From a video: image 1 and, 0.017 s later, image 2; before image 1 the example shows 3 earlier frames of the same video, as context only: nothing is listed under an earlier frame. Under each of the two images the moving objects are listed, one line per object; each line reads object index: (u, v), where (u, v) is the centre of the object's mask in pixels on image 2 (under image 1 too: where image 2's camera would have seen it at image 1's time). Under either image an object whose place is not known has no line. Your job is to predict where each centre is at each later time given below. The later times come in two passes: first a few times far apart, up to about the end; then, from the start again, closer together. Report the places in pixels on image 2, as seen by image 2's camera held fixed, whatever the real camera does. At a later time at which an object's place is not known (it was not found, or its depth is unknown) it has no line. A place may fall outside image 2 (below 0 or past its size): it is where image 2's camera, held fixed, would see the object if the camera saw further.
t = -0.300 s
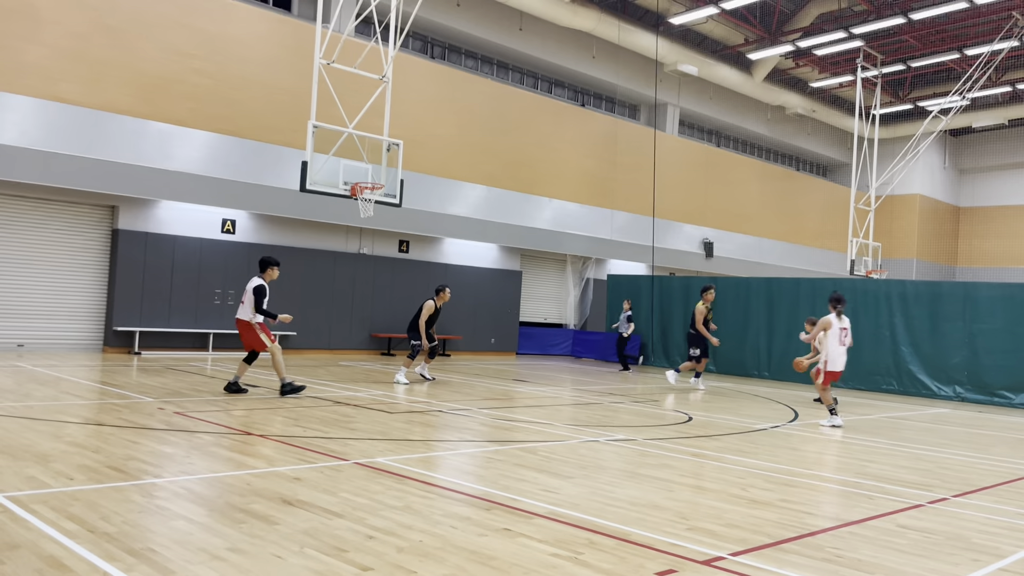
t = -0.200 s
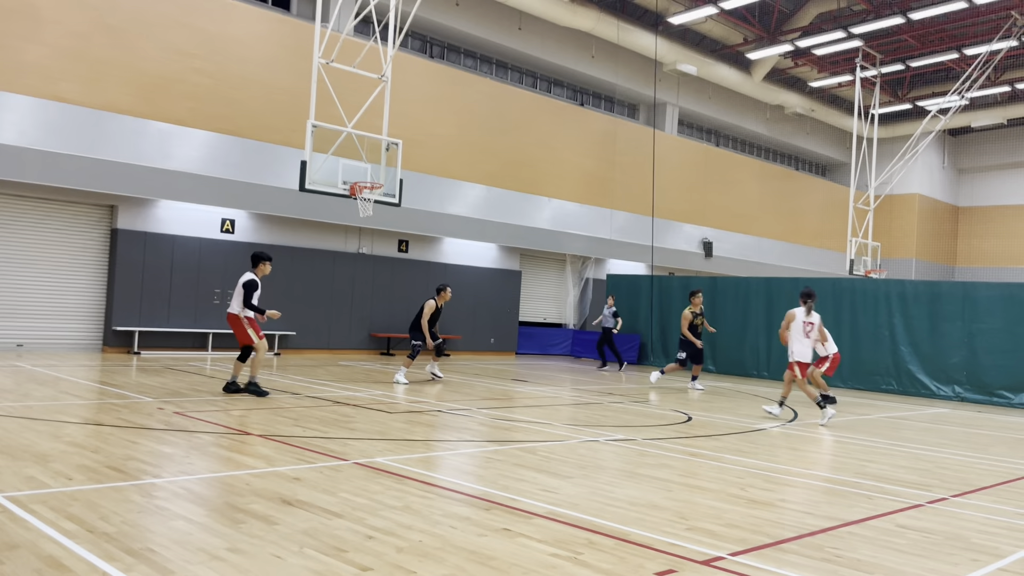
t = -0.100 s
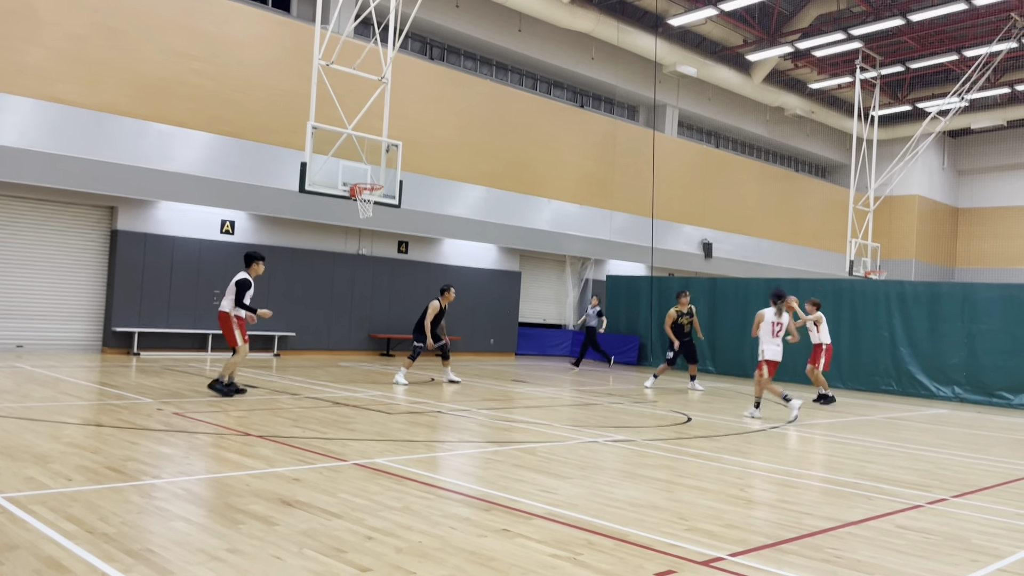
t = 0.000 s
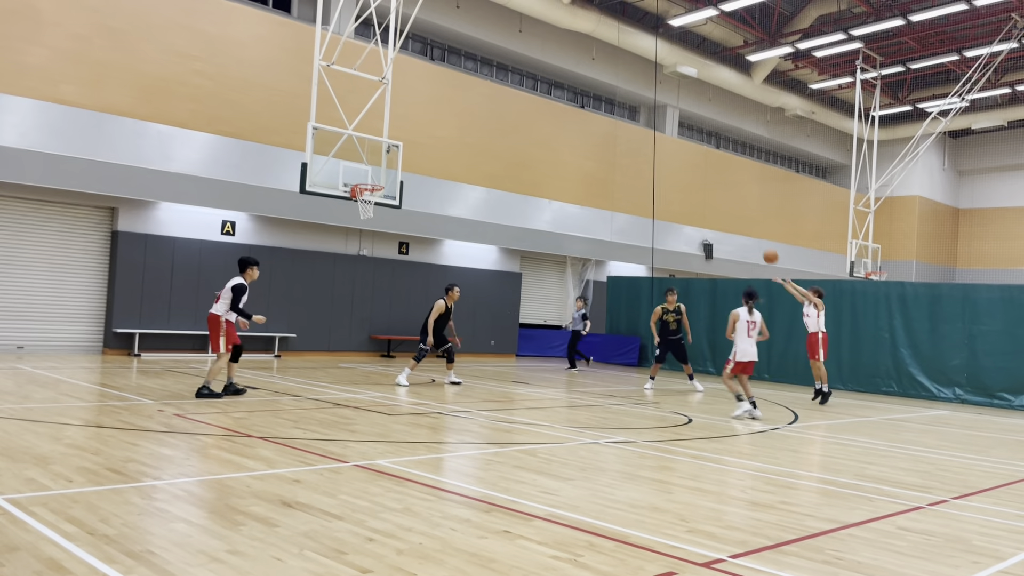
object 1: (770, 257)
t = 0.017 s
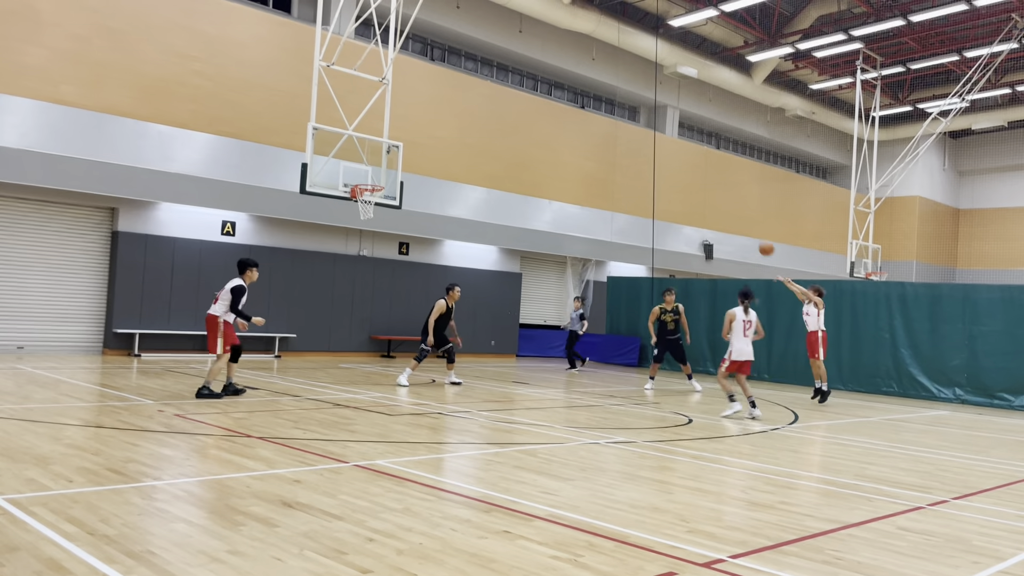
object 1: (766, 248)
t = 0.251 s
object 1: (704, 154)
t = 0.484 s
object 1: (644, 91)
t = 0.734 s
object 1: (579, 61)
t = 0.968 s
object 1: (518, 65)
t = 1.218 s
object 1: (451, 104)
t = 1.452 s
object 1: (387, 172)
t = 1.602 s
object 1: (398, 181)
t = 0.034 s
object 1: (762, 241)
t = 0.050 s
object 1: (757, 233)
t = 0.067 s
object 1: (753, 226)
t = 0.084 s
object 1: (748, 218)
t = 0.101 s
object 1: (744, 211)
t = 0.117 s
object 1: (739, 204)
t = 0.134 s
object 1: (735, 197)
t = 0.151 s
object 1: (731, 190)
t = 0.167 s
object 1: (726, 184)
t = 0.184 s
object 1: (722, 178)
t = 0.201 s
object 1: (718, 172)
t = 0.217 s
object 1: (713, 165)
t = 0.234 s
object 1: (709, 160)
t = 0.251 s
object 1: (704, 154)
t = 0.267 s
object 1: (700, 148)
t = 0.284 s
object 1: (696, 142)
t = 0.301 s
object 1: (692, 137)
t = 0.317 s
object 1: (688, 132)
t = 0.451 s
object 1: (653, 98)
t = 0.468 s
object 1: (648, 94)
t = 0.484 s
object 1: (644, 91)
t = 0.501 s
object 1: (640, 88)
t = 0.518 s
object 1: (635, 85)
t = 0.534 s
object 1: (631, 82)
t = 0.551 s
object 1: (626, 79)
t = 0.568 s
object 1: (622, 77)
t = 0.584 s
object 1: (618, 74)
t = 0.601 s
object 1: (614, 72)
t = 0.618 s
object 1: (610, 70)
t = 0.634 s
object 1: (605, 68)
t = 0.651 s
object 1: (601, 66)
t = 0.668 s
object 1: (597, 65)
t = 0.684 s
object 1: (592, 64)
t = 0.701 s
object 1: (588, 63)
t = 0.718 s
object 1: (583, 61)
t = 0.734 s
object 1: (579, 61)
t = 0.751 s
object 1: (574, 60)
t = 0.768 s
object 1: (570, 59)
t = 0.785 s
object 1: (566, 59)
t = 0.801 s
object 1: (561, 58)
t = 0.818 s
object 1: (557, 58)
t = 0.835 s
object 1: (553, 58)
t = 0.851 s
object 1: (548, 59)
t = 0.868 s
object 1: (544, 59)
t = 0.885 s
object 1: (540, 59)
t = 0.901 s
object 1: (536, 60)
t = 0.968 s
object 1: (518, 65)
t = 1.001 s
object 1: (509, 68)
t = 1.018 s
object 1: (505, 69)
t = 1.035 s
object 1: (500, 72)
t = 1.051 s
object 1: (496, 74)
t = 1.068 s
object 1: (491, 76)
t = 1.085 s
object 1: (487, 79)
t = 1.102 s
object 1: (482, 81)
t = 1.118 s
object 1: (478, 84)
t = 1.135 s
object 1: (473, 88)
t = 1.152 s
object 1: (469, 91)
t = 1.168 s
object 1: (464, 94)
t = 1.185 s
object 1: (460, 97)
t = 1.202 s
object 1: (455, 101)
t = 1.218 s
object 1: (451, 104)
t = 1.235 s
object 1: (446, 109)
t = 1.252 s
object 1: (441, 113)
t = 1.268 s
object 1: (437, 117)
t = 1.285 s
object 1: (432, 121)
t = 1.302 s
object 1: (428, 126)
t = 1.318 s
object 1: (423, 130)
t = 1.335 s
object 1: (419, 135)
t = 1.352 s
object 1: (415, 140)
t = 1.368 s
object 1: (410, 145)
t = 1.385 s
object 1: (405, 150)
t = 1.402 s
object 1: (402, 155)
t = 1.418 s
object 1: (396, 161)
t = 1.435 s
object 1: (392, 167)
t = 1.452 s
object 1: (387, 172)
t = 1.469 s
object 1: (382, 178)
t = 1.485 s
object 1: (379, 183)
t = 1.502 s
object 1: (377, 185)
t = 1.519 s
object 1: (377, 185)
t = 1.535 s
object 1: (380, 185)
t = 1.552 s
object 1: (385, 183)
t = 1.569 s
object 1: (389, 183)
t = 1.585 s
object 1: (393, 182)
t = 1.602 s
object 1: (398, 181)
